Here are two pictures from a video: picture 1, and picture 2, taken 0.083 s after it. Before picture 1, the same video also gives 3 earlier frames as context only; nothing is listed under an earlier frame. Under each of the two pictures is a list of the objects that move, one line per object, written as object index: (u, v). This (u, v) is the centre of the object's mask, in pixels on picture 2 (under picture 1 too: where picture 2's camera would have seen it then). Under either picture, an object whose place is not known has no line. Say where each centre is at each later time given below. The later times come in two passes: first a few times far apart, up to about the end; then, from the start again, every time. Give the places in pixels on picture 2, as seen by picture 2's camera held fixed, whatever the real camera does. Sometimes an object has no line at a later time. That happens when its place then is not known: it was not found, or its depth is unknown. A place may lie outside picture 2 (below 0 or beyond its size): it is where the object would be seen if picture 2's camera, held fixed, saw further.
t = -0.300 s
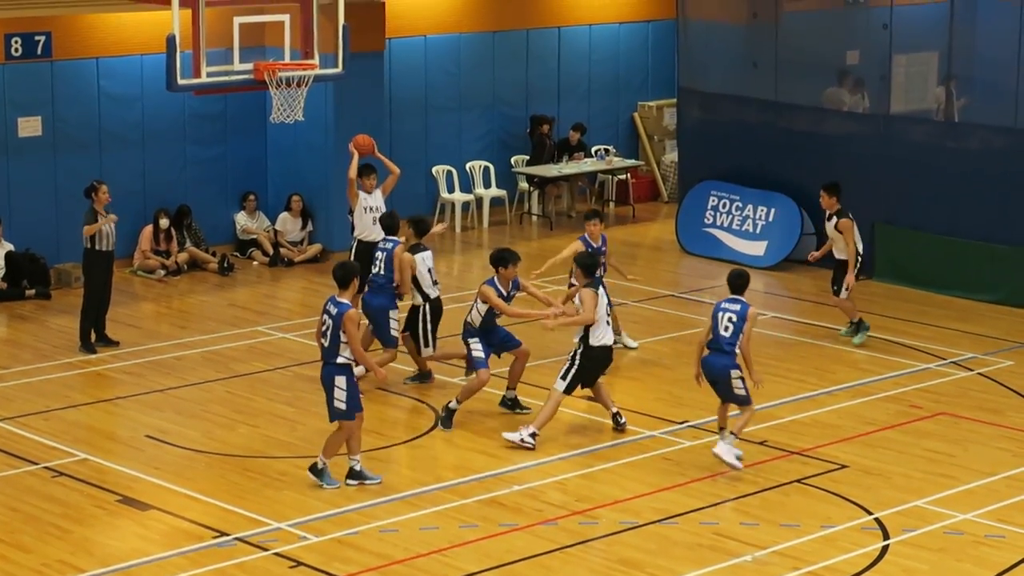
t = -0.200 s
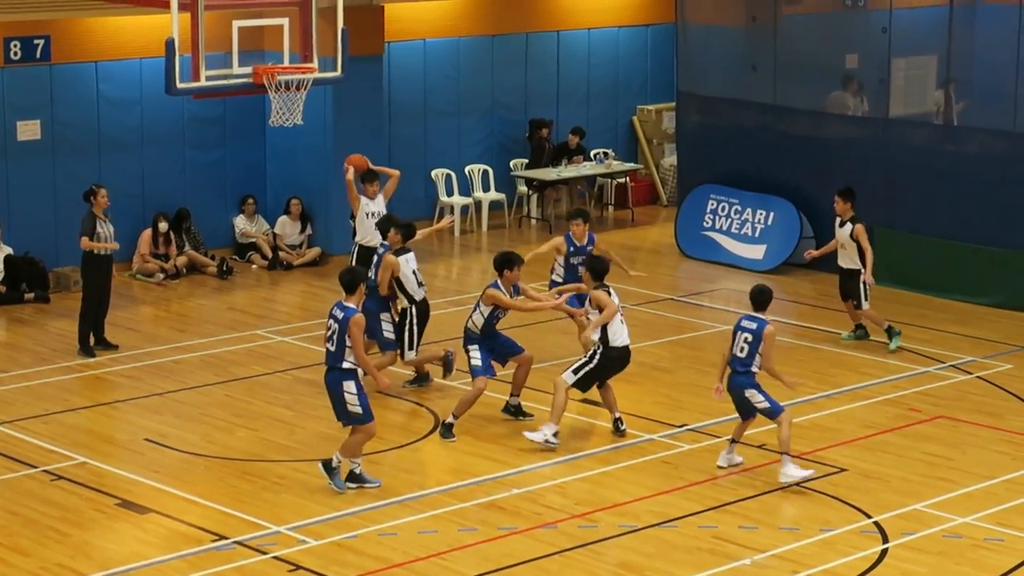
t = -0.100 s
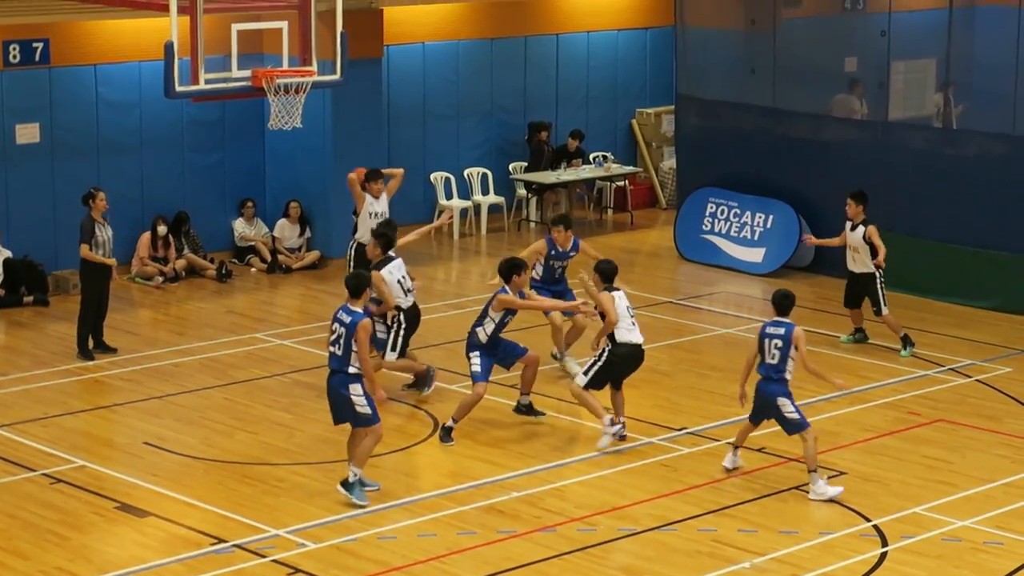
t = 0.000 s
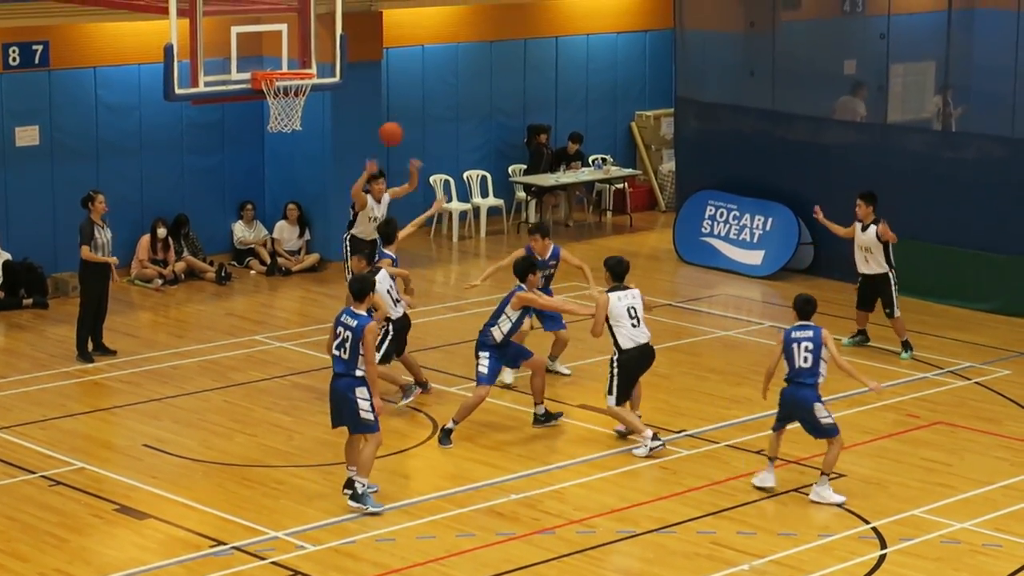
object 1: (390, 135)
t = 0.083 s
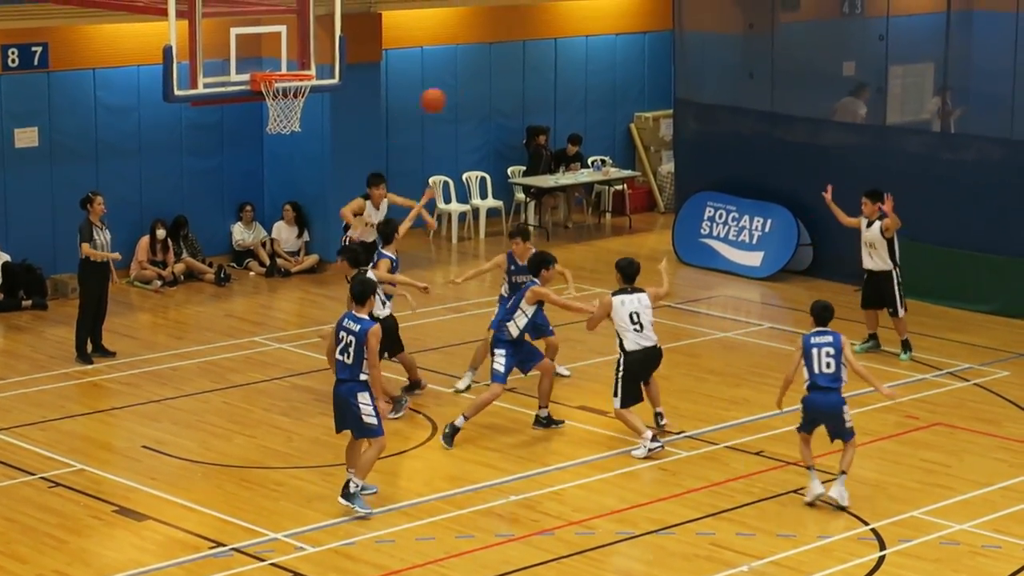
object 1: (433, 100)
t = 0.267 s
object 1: (534, 45)
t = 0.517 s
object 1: (692, 20)
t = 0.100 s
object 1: (442, 94)
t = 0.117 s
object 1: (450, 88)
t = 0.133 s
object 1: (459, 82)
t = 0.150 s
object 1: (469, 77)
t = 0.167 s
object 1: (478, 72)
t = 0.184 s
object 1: (487, 67)
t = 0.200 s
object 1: (497, 62)
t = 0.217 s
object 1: (506, 57)
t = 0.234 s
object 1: (515, 53)
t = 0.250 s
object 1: (525, 49)
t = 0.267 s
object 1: (534, 45)
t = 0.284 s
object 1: (544, 42)
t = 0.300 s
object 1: (554, 39)
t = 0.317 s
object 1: (563, 35)
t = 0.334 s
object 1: (574, 33)
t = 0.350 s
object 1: (584, 30)
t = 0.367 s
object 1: (594, 28)
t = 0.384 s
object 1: (604, 26)
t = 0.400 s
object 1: (615, 24)
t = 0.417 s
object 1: (625, 23)
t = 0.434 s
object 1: (635, 22)
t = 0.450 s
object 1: (648, 20)
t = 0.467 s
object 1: (658, 19)
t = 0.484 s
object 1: (670, 19)
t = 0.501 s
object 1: (682, 19)
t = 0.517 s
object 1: (692, 20)
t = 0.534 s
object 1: (704, 20)
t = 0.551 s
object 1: (716, 22)
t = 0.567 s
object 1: (728, 23)
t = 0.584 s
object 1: (739, 25)
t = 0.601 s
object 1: (752, 28)
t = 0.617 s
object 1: (764, 30)
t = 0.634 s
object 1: (777, 33)
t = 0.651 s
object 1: (789, 37)
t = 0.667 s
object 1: (802, 41)
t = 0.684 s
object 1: (815, 45)
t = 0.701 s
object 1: (828, 50)
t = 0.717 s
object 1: (841, 55)
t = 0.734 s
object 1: (854, 61)
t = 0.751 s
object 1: (867, 67)
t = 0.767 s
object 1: (880, 74)
